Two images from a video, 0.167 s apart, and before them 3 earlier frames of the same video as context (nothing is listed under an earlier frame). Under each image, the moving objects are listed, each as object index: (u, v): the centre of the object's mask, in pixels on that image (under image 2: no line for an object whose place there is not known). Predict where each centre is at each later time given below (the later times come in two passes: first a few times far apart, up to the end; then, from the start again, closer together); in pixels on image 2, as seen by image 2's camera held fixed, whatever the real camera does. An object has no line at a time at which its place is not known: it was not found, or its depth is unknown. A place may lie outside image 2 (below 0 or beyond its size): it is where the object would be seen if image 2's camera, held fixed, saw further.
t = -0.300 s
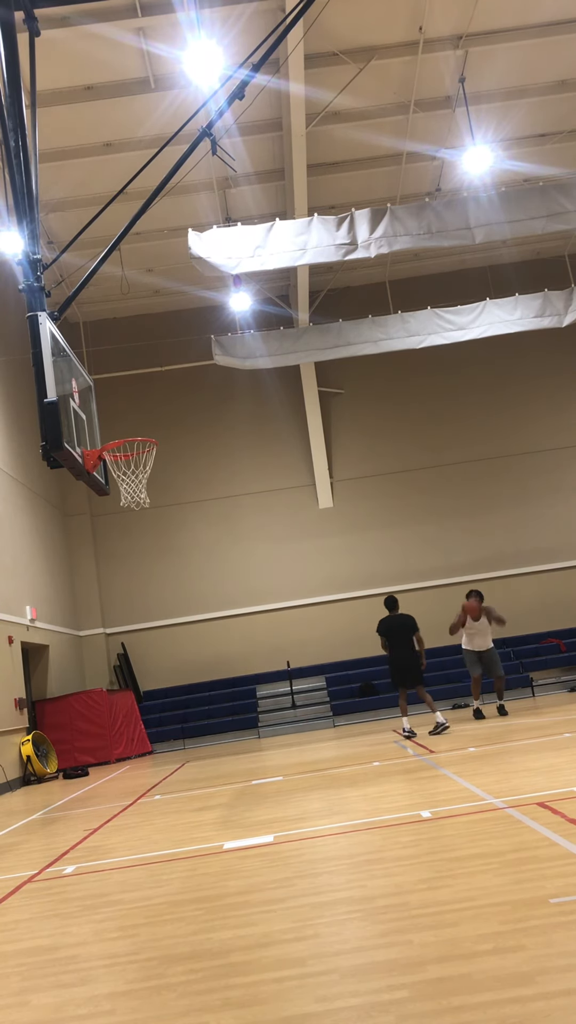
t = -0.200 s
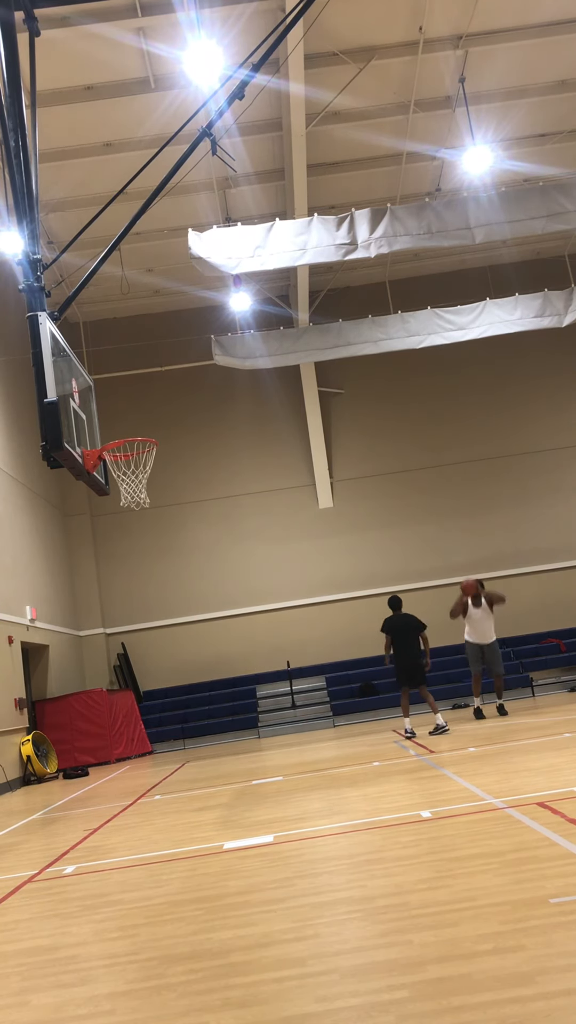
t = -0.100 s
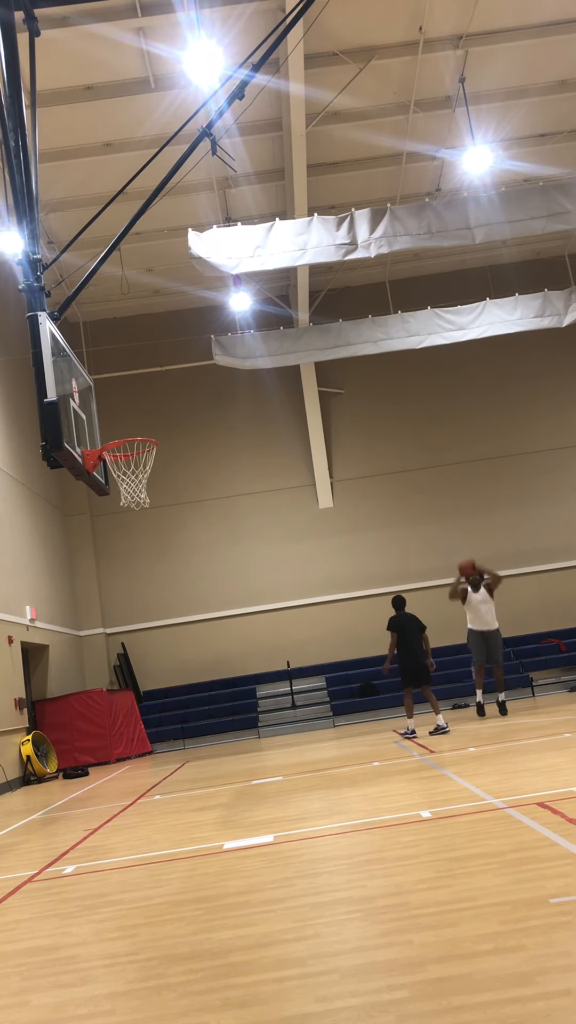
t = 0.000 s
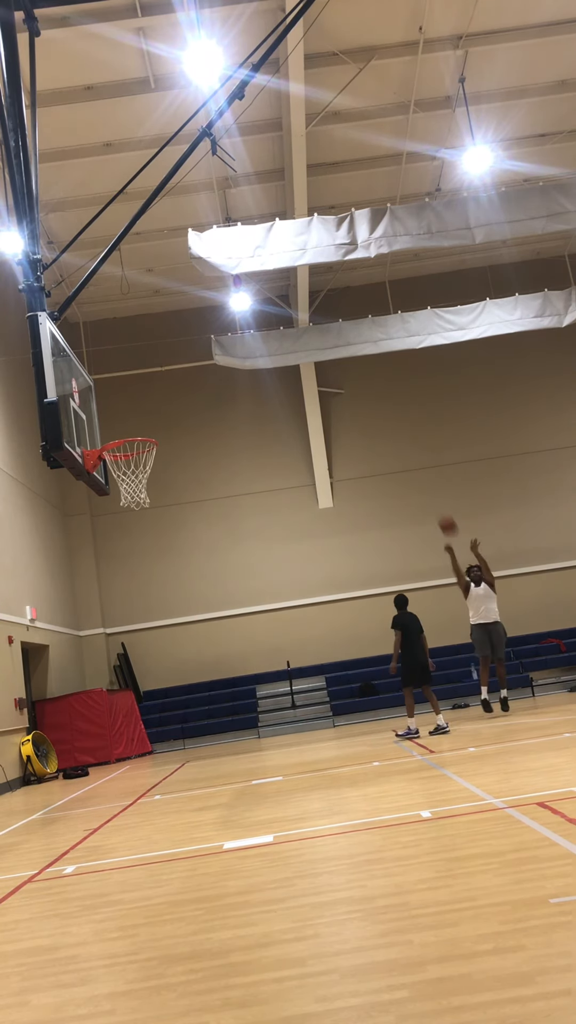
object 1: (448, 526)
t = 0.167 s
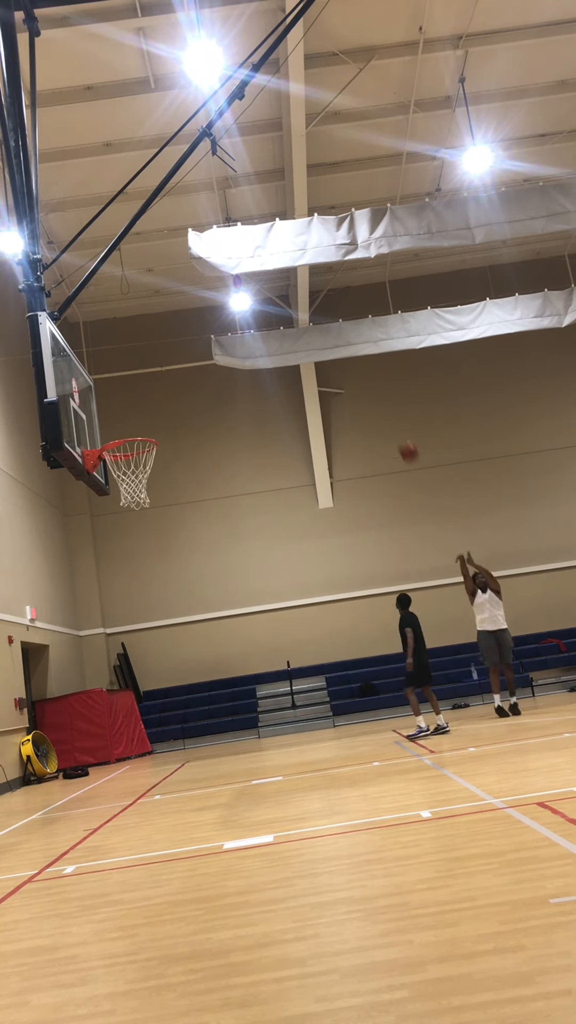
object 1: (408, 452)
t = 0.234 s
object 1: (394, 427)
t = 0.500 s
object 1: (332, 352)
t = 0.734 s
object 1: (279, 323)
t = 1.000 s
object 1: (217, 345)
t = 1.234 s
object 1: (158, 427)
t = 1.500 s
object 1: (201, 467)
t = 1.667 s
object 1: (236, 507)
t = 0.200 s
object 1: (401, 440)
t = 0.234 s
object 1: (394, 427)
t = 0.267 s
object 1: (386, 415)
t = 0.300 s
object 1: (378, 404)
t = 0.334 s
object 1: (370, 393)
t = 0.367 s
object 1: (362, 383)
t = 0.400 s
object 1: (354, 374)
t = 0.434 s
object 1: (347, 366)
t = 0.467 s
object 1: (340, 359)
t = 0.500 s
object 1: (332, 352)
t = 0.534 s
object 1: (324, 345)
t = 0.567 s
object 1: (317, 339)
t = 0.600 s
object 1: (309, 334)
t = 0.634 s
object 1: (302, 330)
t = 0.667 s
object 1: (295, 327)
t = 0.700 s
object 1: (287, 324)
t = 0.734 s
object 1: (279, 323)
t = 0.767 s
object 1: (270, 322)
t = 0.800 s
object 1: (264, 322)
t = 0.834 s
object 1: (255, 323)
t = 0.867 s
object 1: (247, 325)
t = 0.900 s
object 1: (240, 329)
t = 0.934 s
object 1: (233, 333)
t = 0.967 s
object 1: (224, 339)
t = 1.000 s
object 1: (217, 345)
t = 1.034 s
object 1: (209, 352)
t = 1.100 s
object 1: (192, 372)
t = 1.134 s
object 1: (184, 383)
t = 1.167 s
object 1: (176, 395)
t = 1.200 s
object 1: (167, 410)
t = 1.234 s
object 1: (158, 427)
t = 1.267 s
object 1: (156, 440)
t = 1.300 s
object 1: (160, 448)
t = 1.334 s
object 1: (164, 449)
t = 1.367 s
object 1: (170, 451)
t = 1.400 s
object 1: (178, 454)
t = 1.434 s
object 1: (186, 457)
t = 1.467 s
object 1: (193, 462)
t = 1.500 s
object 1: (201, 467)
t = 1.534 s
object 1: (208, 474)
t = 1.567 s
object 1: (215, 481)
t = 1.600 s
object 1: (222, 489)
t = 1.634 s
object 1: (229, 498)
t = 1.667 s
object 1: (236, 507)
